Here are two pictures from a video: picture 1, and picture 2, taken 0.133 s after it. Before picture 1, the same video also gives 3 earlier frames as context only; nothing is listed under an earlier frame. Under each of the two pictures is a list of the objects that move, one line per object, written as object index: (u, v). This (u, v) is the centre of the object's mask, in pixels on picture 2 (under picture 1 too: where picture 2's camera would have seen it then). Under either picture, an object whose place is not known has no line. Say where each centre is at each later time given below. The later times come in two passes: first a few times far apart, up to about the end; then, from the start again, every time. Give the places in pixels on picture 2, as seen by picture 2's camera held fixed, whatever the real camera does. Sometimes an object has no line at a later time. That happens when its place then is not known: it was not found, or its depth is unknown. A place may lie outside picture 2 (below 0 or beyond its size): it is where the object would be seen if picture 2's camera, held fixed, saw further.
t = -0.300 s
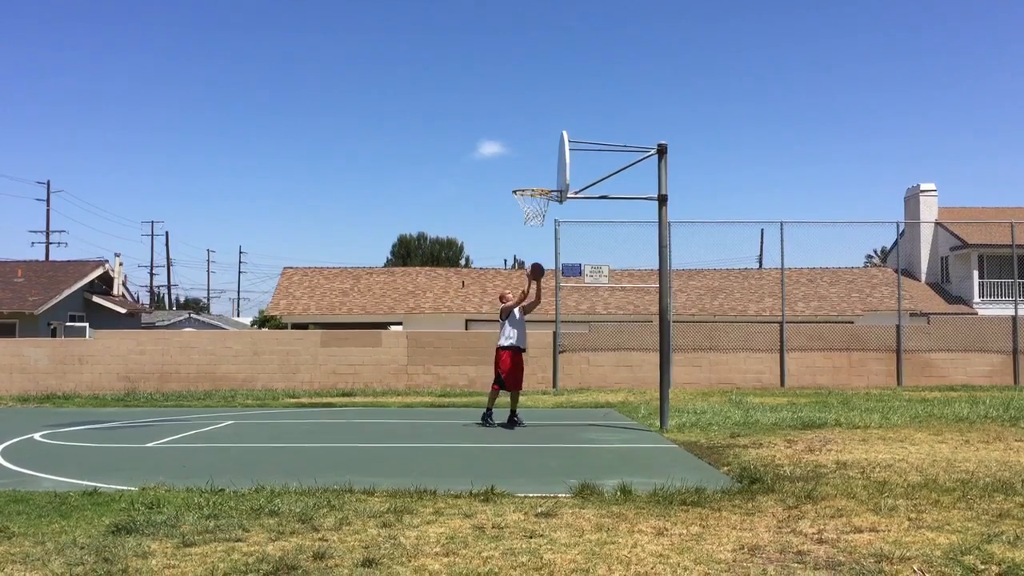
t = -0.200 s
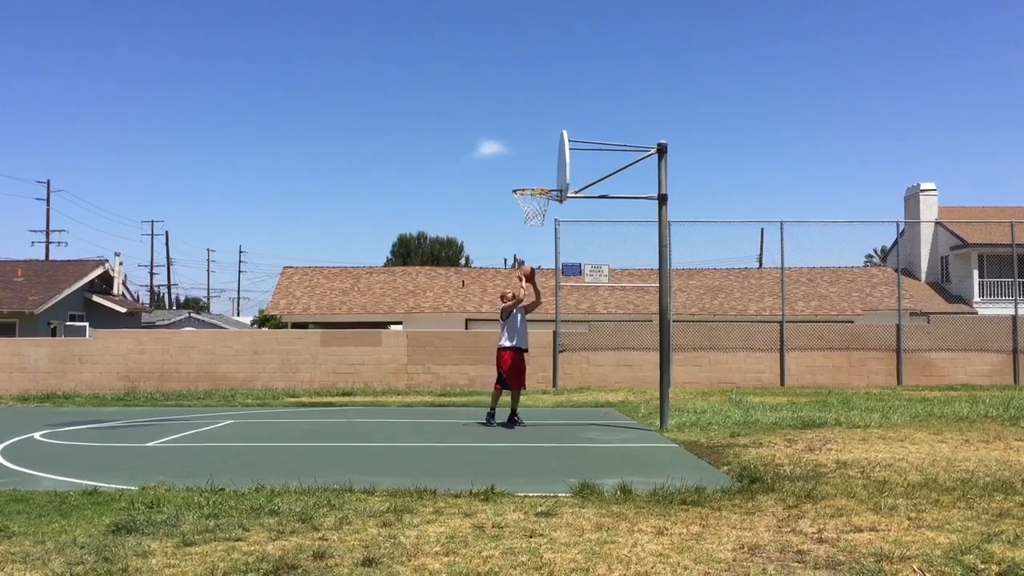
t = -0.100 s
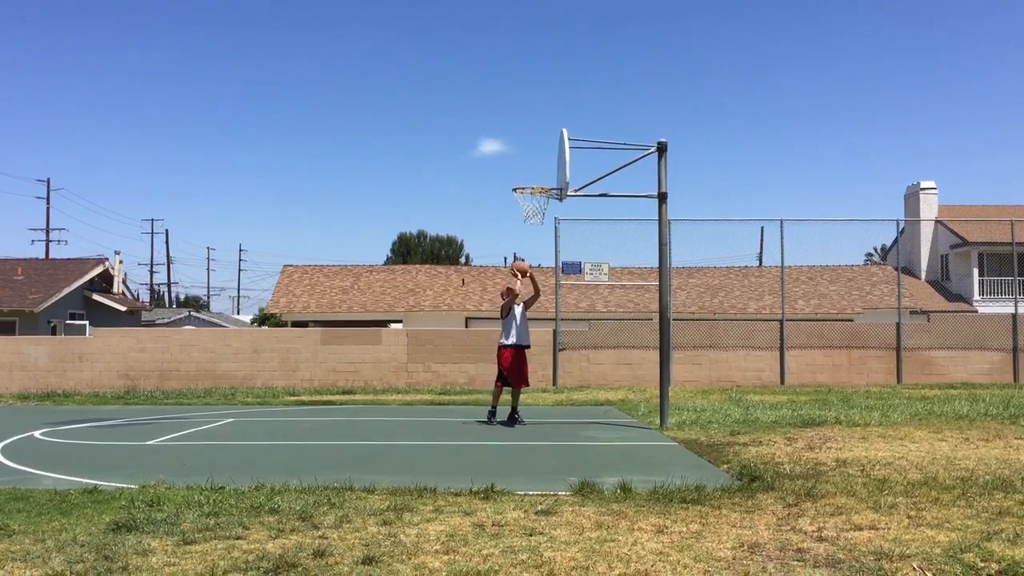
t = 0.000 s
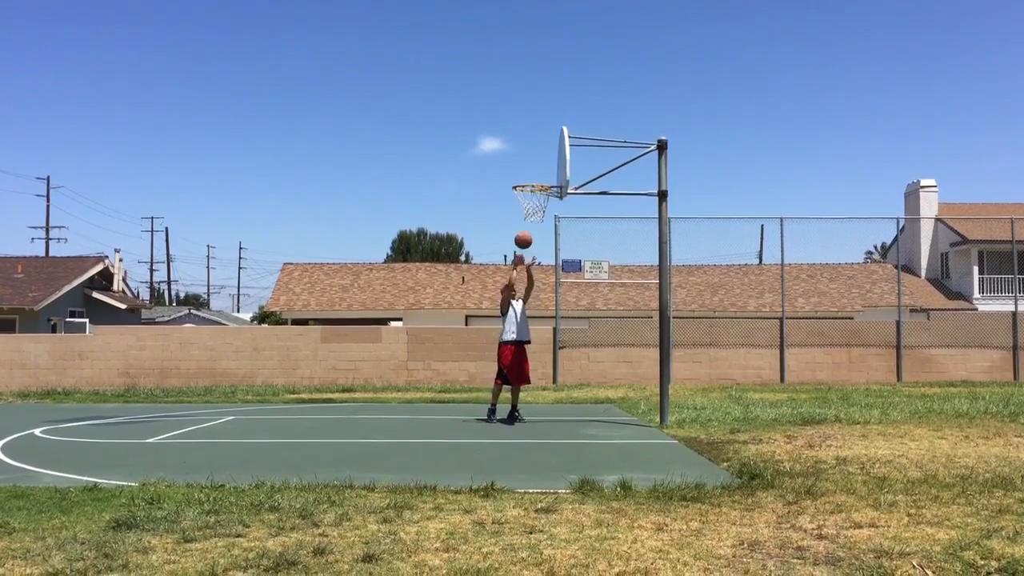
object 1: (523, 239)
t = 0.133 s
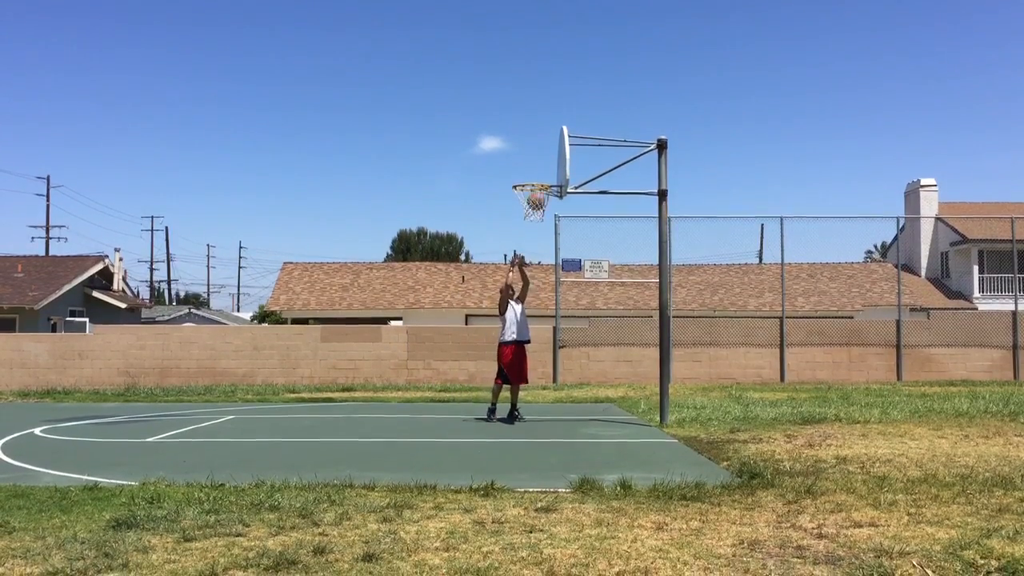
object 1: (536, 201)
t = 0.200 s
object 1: (543, 181)
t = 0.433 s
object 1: (542, 172)
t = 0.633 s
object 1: (528, 199)
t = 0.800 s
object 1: (522, 220)
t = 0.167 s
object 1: (539, 196)
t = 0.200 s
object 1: (543, 181)
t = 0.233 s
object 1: (546, 179)
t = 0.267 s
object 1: (548, 175)
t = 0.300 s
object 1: (550, 172)
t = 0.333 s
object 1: (548, 171)
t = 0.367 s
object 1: (546, 171)
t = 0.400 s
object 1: (544, 171)
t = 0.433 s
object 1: (542, 172)
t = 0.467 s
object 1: (540, 175)
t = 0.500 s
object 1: (538, 177)
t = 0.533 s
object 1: (535, 179)
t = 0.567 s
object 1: (532, 187)
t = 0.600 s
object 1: (531, 193)
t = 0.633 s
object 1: (528, 199)
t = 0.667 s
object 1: (526, 204)
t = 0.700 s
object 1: (525, 206)
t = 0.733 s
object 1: (524, 211)
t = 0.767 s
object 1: (523, 215)
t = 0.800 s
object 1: (522, 220)
